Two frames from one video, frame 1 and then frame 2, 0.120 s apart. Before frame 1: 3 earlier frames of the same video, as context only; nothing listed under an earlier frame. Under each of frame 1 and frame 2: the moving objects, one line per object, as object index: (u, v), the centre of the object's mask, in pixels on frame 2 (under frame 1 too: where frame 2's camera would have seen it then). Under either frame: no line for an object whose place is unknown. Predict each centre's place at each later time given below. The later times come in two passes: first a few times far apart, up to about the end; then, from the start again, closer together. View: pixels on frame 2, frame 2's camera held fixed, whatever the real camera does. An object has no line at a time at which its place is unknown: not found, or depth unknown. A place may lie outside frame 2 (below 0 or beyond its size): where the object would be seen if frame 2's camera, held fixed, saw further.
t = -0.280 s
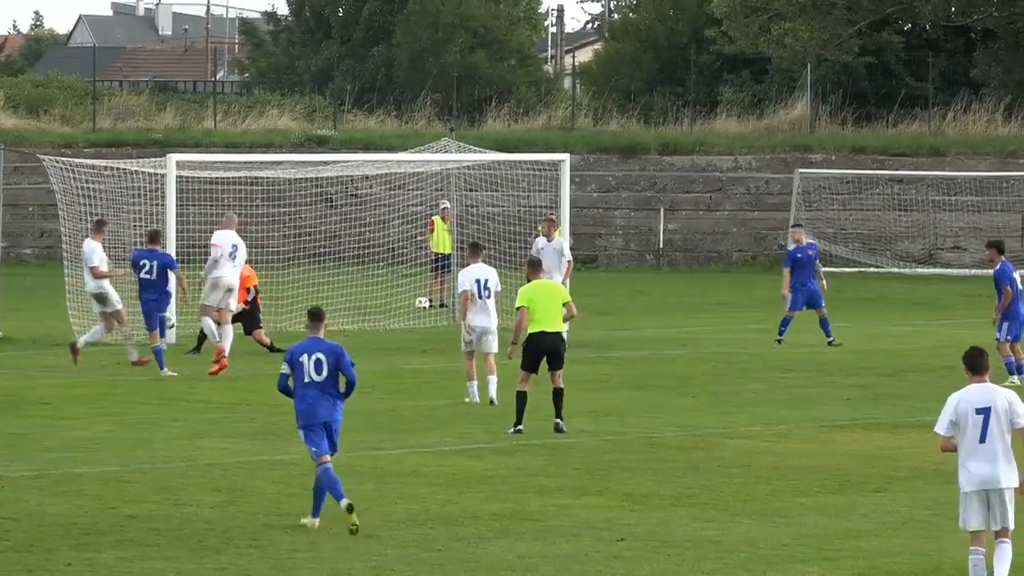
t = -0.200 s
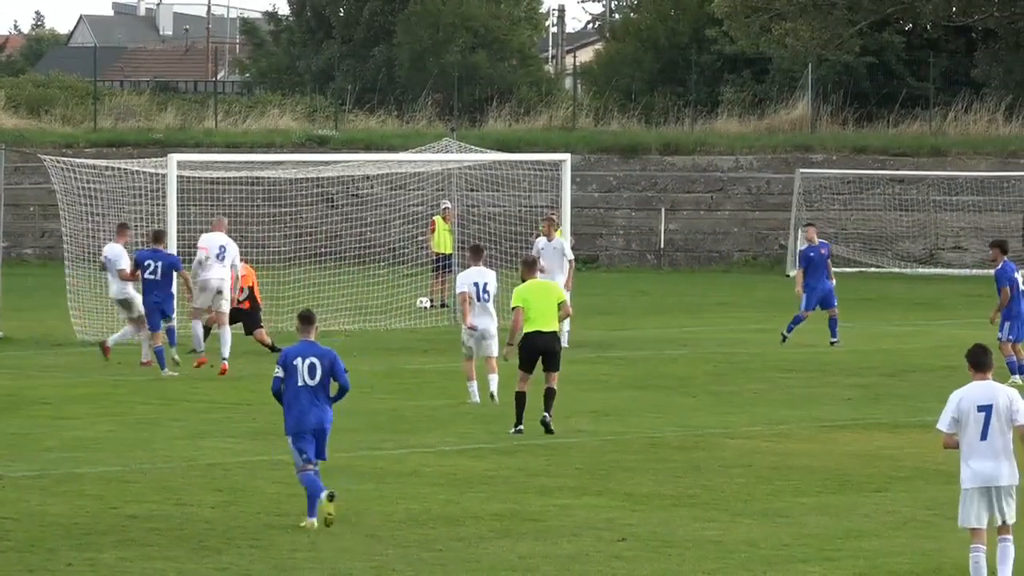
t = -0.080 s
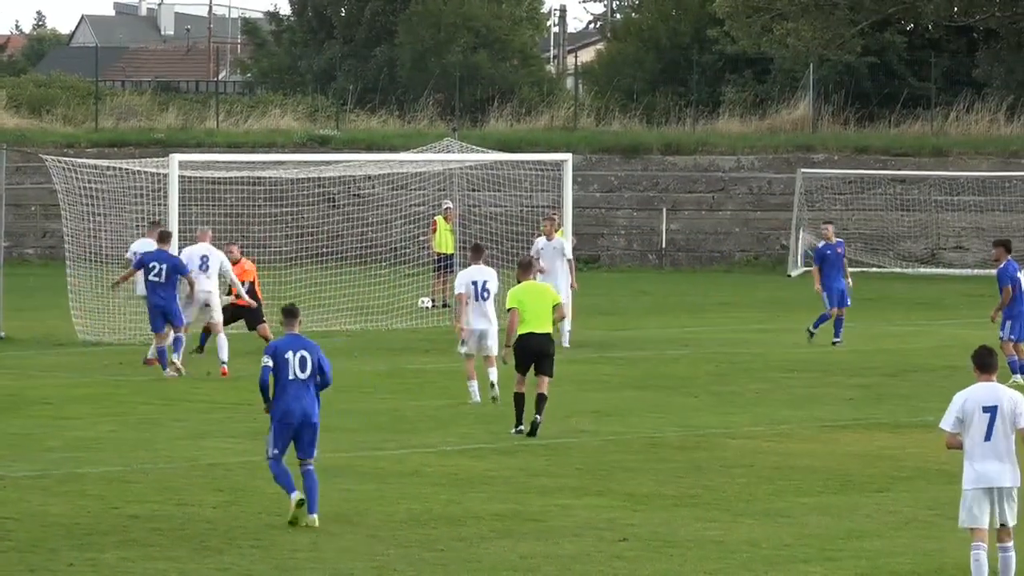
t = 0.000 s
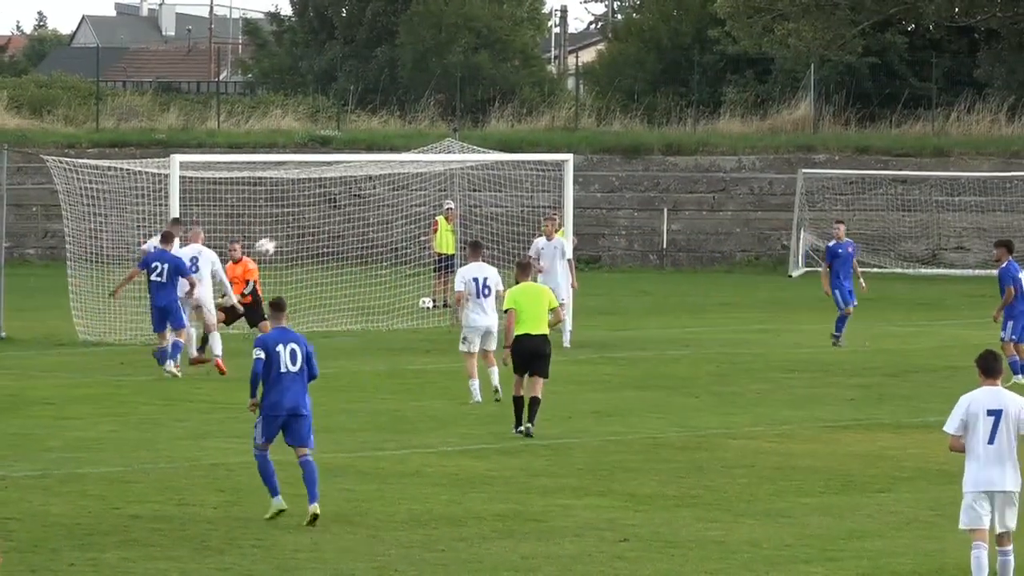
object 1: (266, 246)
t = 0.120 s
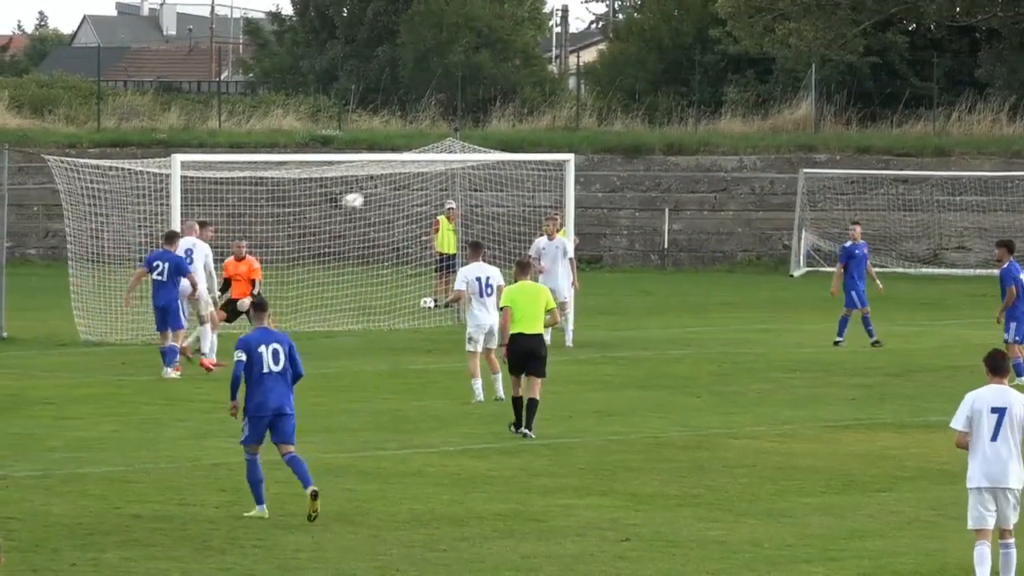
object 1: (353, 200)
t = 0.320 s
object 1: (494, 150)
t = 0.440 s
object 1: (578, 139)
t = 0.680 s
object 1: (738, 146)
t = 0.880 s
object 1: (871, 186)
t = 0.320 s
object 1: (494, 150)
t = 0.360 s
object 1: (521, 146)
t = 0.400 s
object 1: (549, 142)
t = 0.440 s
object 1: (578, 139)
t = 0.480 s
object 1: (605, 137)
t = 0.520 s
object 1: (631, 137)
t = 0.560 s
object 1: (659, 137)
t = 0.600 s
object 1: (686, 140)
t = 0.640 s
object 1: (712, 143)
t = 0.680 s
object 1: (738, 146)
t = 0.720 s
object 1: (765, 153)
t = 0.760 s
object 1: (792, 159)
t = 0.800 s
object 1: (818, 166)
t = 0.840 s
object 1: (845, 175)
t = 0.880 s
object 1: (871, 186)
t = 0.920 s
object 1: (896, 198)
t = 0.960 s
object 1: (921, 210)
